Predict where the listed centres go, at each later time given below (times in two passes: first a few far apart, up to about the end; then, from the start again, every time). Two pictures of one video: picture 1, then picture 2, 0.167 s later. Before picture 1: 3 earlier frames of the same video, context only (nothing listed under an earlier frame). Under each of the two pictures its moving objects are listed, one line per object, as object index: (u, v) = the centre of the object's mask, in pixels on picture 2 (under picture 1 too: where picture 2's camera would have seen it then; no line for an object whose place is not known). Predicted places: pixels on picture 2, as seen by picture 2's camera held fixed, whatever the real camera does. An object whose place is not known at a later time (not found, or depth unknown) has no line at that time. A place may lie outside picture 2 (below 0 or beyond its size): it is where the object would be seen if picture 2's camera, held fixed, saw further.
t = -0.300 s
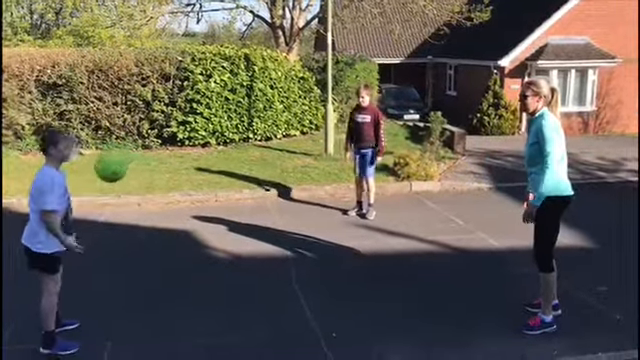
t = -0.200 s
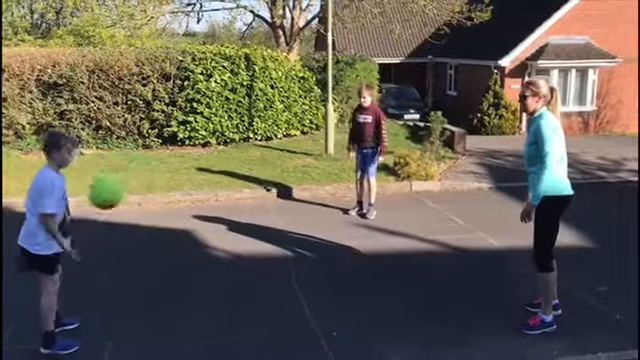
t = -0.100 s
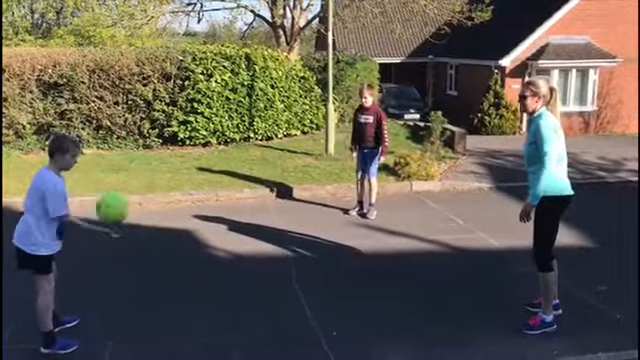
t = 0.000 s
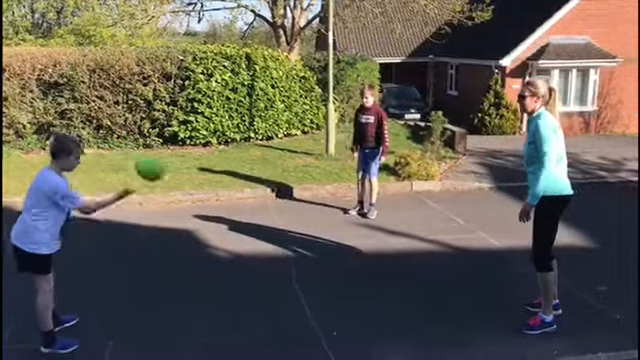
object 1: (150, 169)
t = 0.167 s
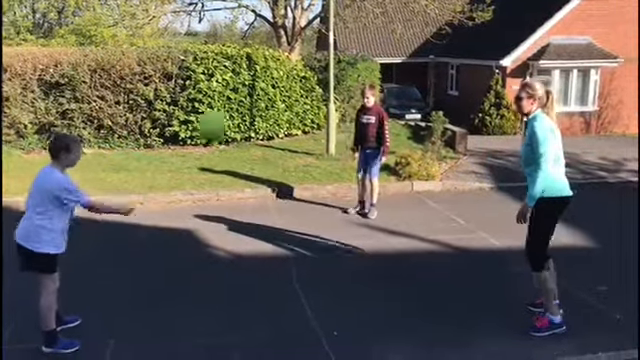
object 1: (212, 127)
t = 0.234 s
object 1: (235, 119)
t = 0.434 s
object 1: (295, 139)
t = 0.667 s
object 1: (353, 209)
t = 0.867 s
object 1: (382, 228)
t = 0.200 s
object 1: (223, 122)
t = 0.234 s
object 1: (235, 119)
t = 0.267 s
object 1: (244, 122)
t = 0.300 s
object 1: (254, 123)
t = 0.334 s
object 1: (265, 124)
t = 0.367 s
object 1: (274, 127)
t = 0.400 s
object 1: (285, 133)
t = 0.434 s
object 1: (295, 139)
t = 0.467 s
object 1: (303, 147)
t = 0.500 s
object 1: (311, 154)
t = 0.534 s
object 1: (320, 164)
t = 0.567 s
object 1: (328, 172)
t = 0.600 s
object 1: (338, 185)
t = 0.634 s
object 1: (346, 196)
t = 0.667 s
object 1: (353, 209)
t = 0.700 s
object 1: (359, 222)
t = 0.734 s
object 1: (365, 238)
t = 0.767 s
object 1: (373, 252)
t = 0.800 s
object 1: (377, 250)
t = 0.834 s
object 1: (379, 239)
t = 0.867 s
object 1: (382, 228)
